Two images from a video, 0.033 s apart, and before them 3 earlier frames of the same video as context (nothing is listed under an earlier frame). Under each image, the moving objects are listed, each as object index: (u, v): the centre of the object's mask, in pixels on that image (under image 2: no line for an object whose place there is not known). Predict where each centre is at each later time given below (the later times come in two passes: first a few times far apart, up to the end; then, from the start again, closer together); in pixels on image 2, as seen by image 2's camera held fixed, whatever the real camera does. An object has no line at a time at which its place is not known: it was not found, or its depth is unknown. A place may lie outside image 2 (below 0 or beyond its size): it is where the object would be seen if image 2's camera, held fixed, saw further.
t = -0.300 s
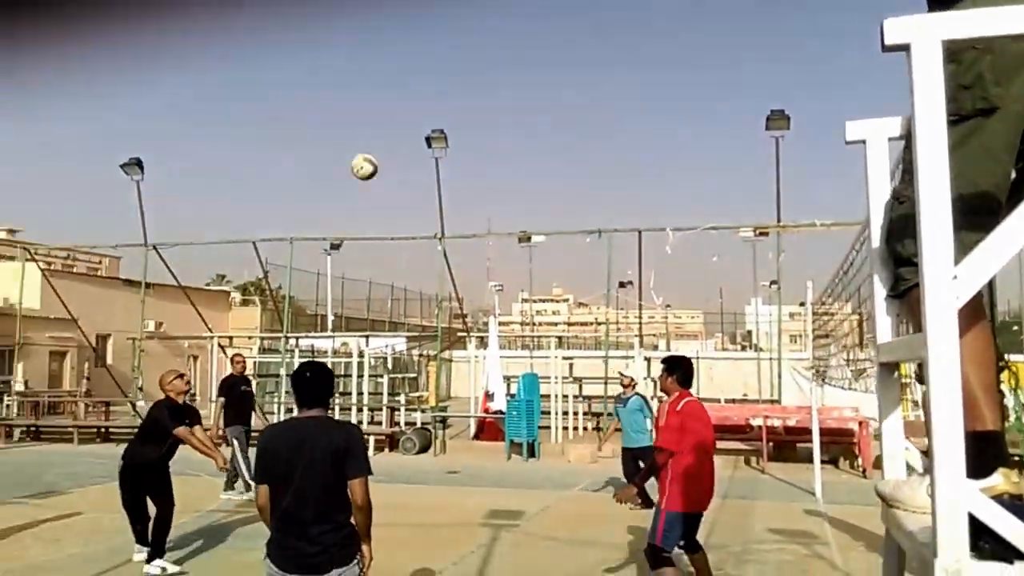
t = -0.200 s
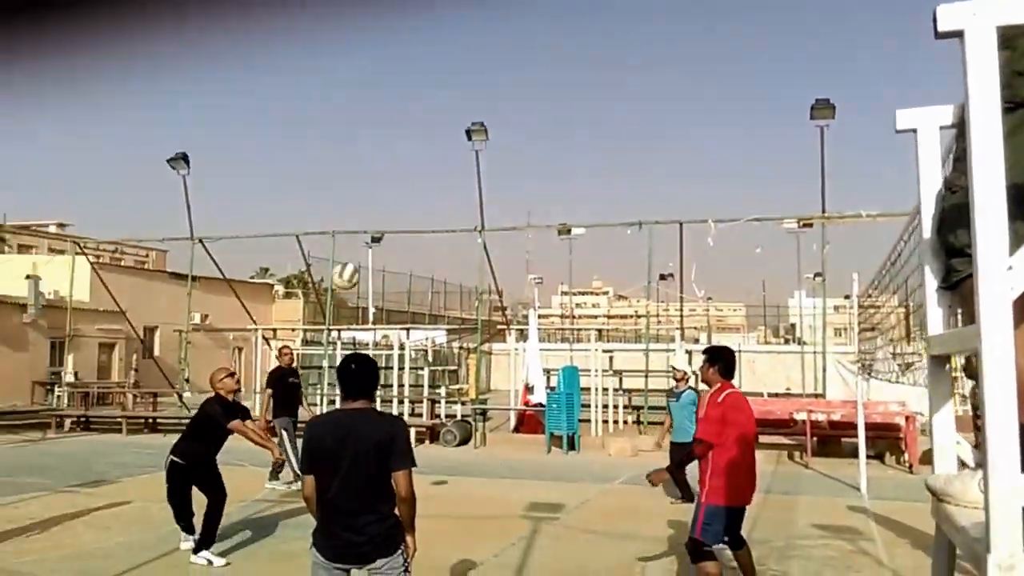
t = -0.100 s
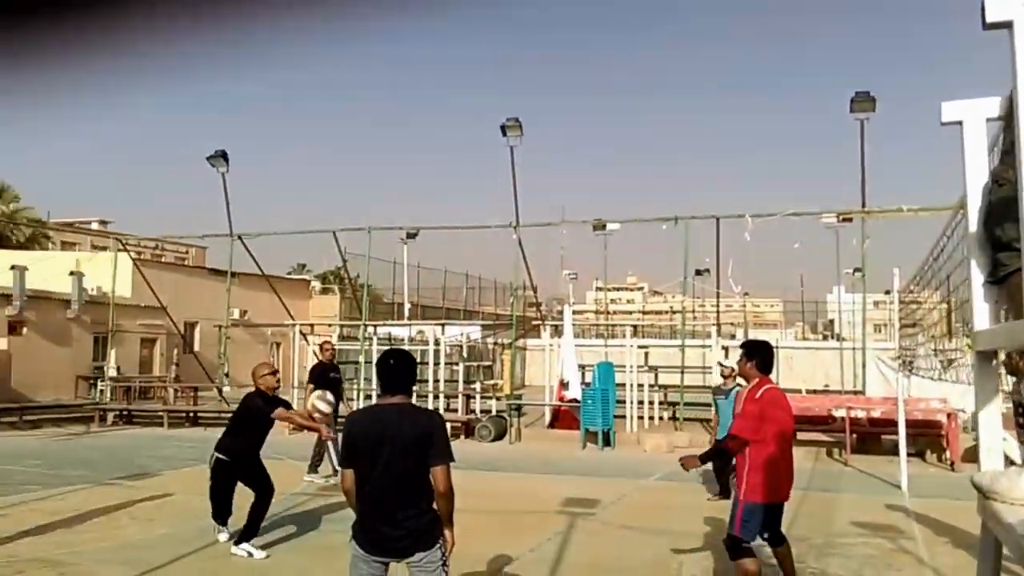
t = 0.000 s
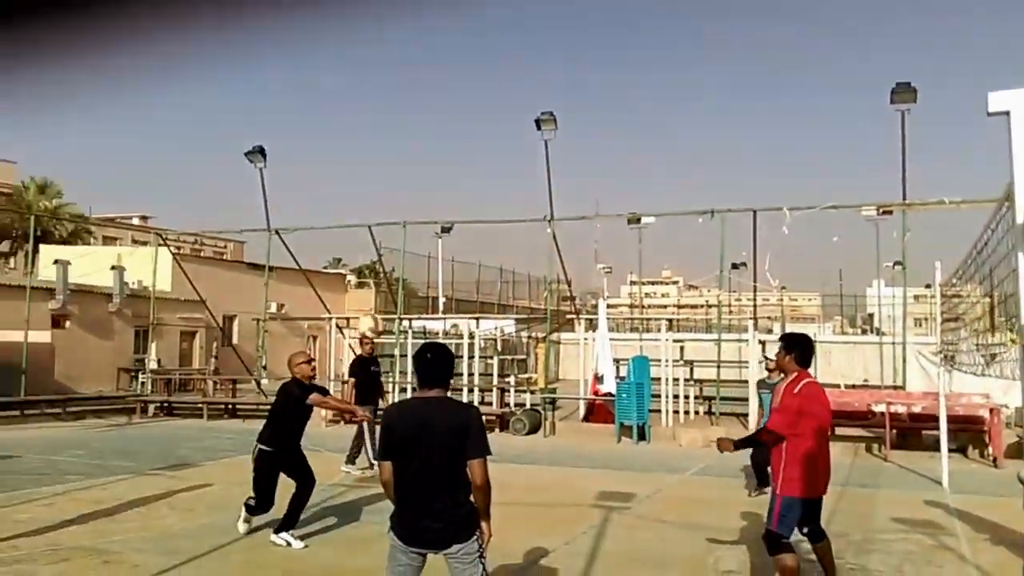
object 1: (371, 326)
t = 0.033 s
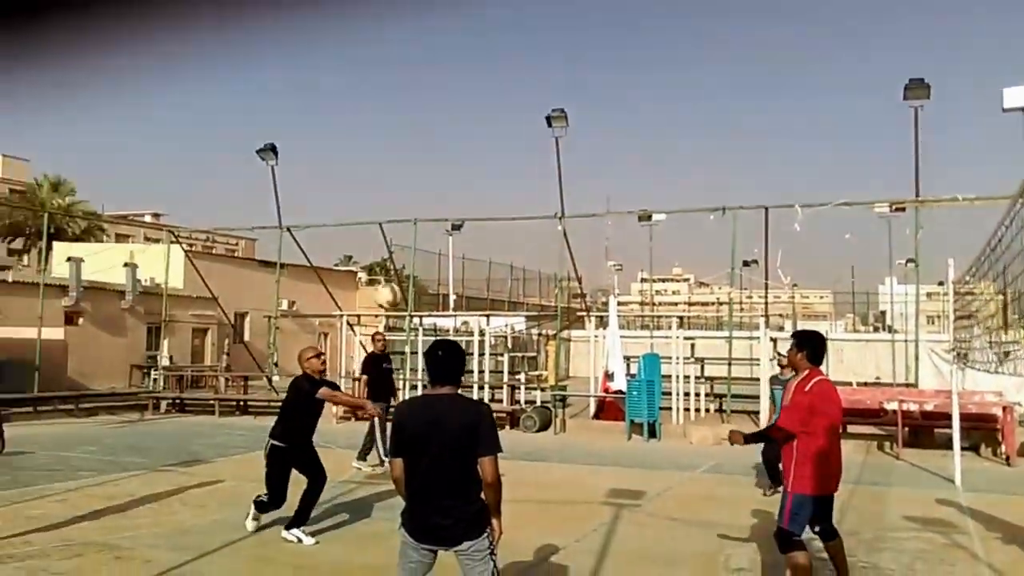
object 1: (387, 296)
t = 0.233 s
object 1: (427, 155)
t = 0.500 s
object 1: (484, 28)
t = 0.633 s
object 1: (514, 2)
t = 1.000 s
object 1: (603, 42)
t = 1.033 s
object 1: (612, 59)
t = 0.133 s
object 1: (407, 221)
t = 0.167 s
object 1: (414, 198)
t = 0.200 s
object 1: (421, 175)
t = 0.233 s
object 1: (427, 155)
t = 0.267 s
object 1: (434, 135)
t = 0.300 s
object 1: (441, 116)
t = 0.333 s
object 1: (448, 98)
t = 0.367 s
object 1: (455, 82)
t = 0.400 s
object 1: (462, 66)
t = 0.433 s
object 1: (469, 52)
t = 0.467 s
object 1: (476, 39)
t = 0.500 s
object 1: (484, 28)
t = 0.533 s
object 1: (491, 18)
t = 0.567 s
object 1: (499, 9)
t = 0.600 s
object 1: (506, 5)
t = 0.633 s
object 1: (514, 2)
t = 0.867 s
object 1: (571, 1)
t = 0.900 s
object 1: (578, 7)
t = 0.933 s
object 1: (586, 17)
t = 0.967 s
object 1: (595, 28)
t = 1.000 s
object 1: (603, 42)
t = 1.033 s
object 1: (612, 59)
